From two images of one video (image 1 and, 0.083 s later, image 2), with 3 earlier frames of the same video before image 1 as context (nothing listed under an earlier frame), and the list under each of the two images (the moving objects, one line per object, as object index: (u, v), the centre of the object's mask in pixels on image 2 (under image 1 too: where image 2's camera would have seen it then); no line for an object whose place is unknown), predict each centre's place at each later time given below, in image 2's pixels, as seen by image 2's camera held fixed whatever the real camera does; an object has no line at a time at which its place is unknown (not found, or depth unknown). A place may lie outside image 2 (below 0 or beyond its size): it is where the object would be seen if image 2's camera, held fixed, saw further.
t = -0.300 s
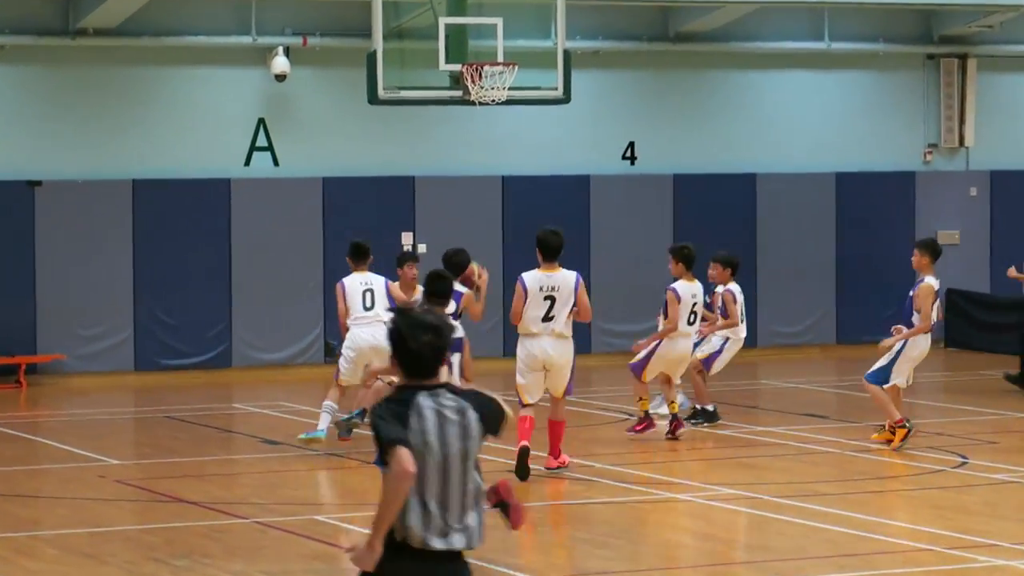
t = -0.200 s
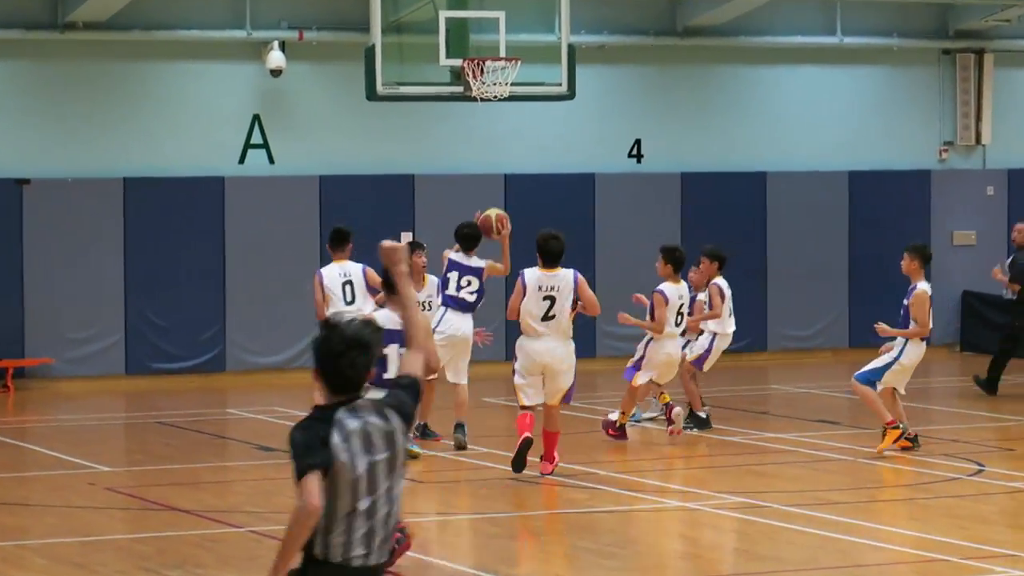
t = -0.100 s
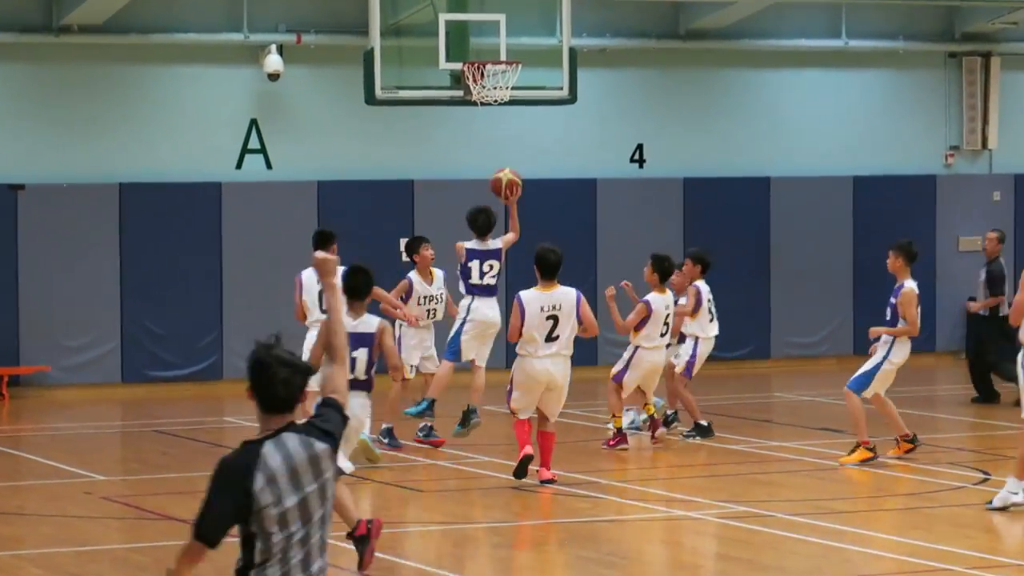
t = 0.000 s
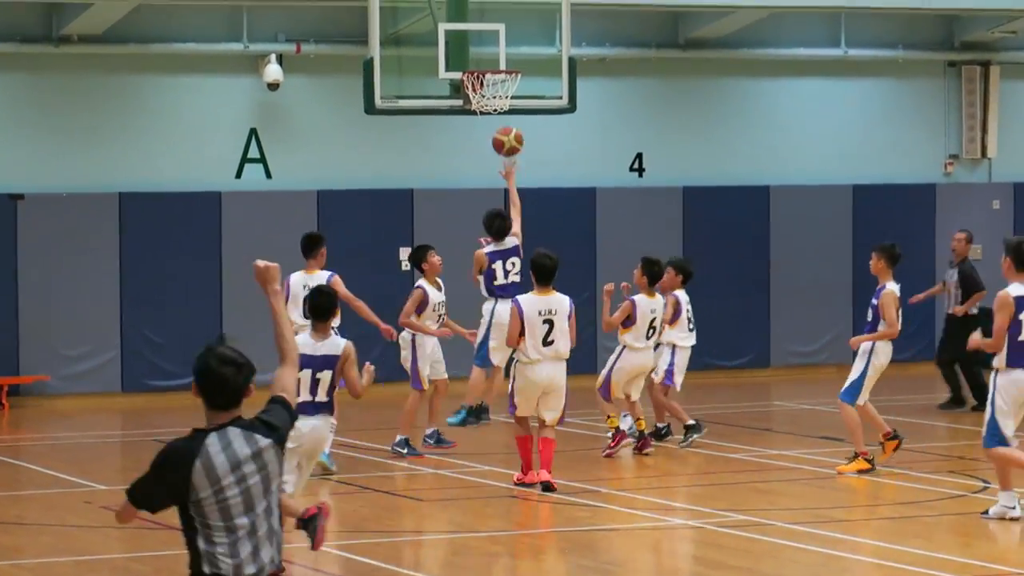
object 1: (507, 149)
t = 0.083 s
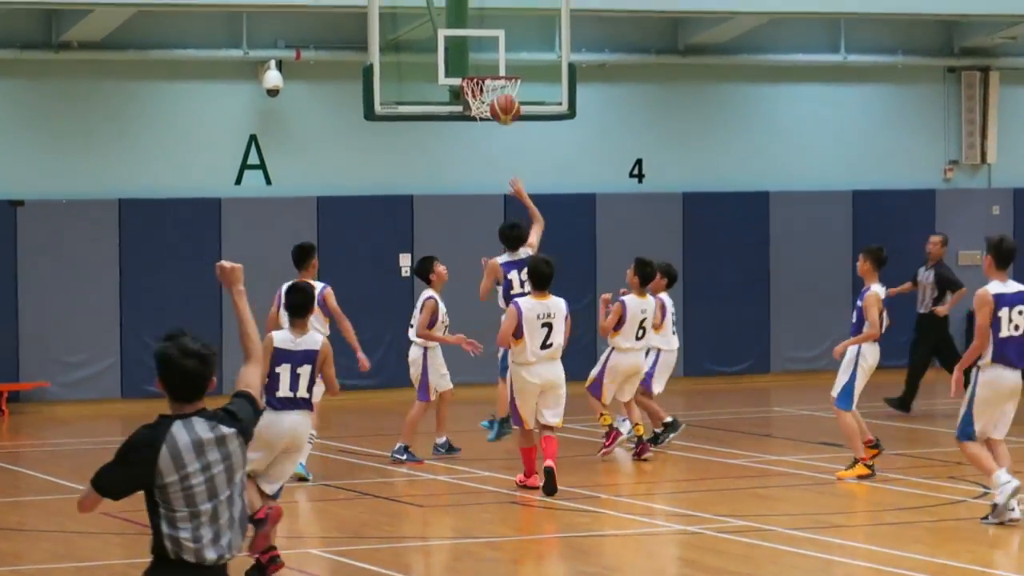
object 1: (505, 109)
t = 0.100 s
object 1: (505, 102)
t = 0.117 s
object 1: (504, 95)
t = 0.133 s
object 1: (504, 89)
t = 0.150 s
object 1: (504, 84)
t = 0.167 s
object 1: (503, 78)
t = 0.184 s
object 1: (503, 73)
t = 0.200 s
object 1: (502, 70)
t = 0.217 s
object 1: (501, 66)
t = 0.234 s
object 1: (501, 62)
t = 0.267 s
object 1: (500, 56)
